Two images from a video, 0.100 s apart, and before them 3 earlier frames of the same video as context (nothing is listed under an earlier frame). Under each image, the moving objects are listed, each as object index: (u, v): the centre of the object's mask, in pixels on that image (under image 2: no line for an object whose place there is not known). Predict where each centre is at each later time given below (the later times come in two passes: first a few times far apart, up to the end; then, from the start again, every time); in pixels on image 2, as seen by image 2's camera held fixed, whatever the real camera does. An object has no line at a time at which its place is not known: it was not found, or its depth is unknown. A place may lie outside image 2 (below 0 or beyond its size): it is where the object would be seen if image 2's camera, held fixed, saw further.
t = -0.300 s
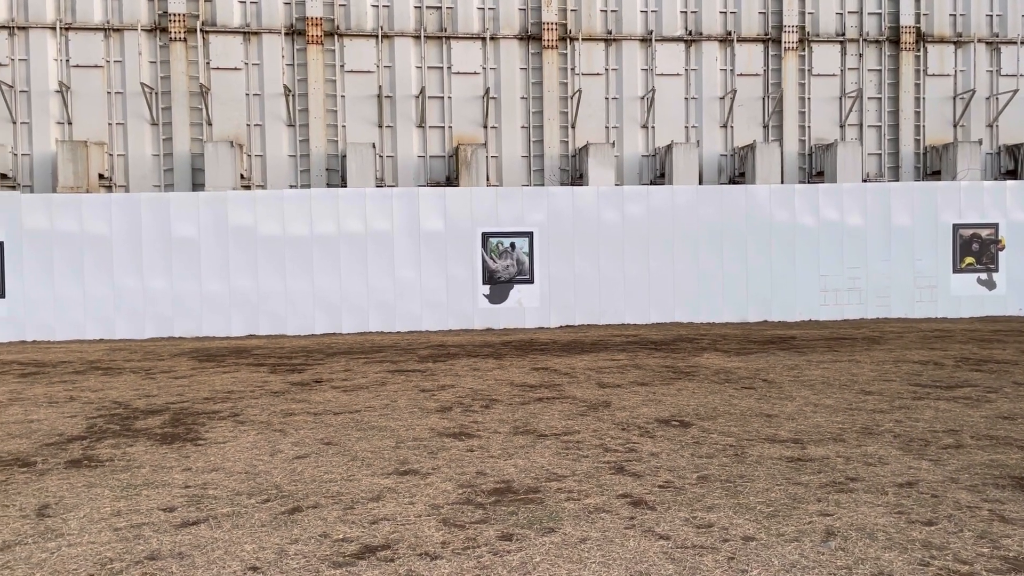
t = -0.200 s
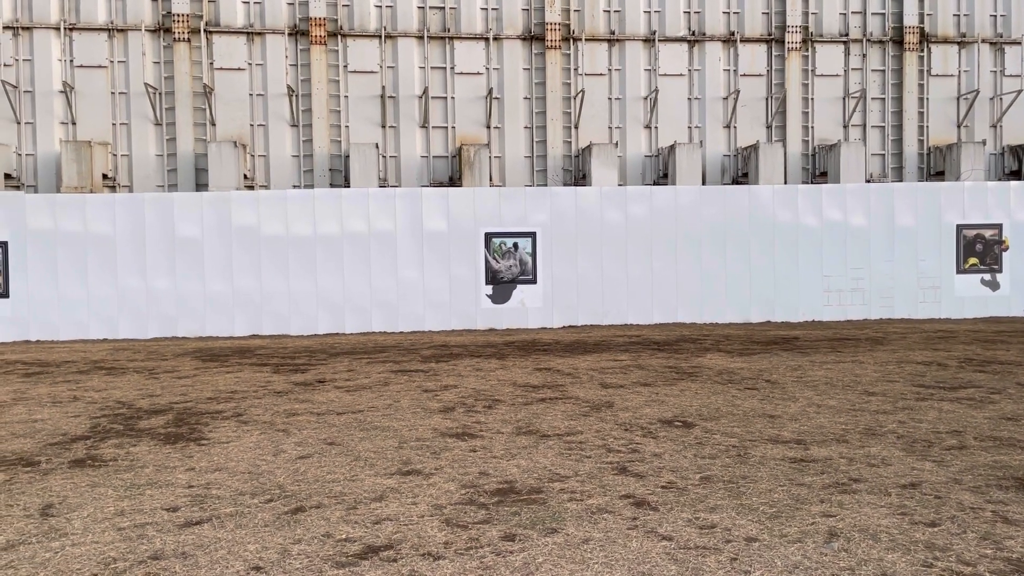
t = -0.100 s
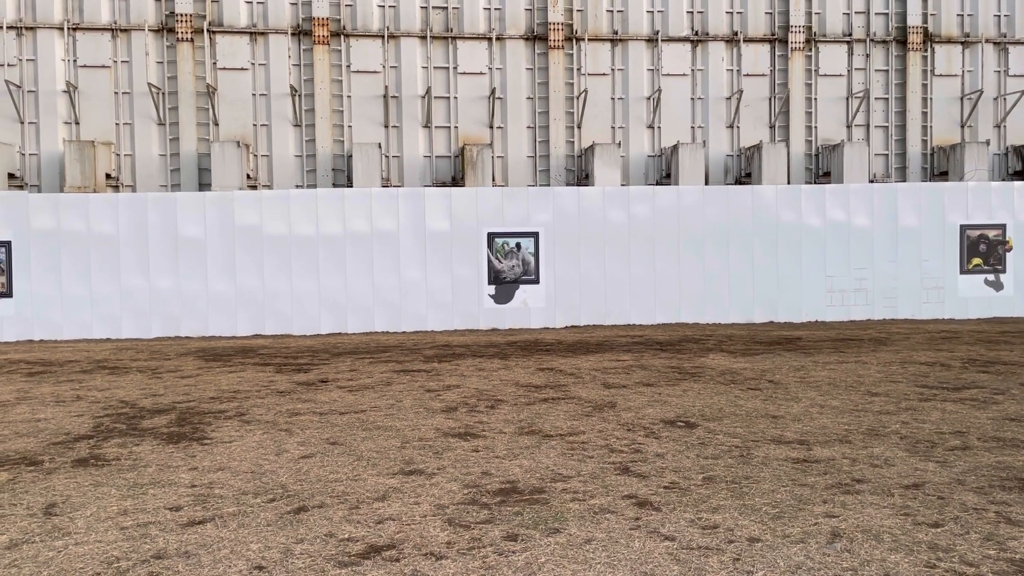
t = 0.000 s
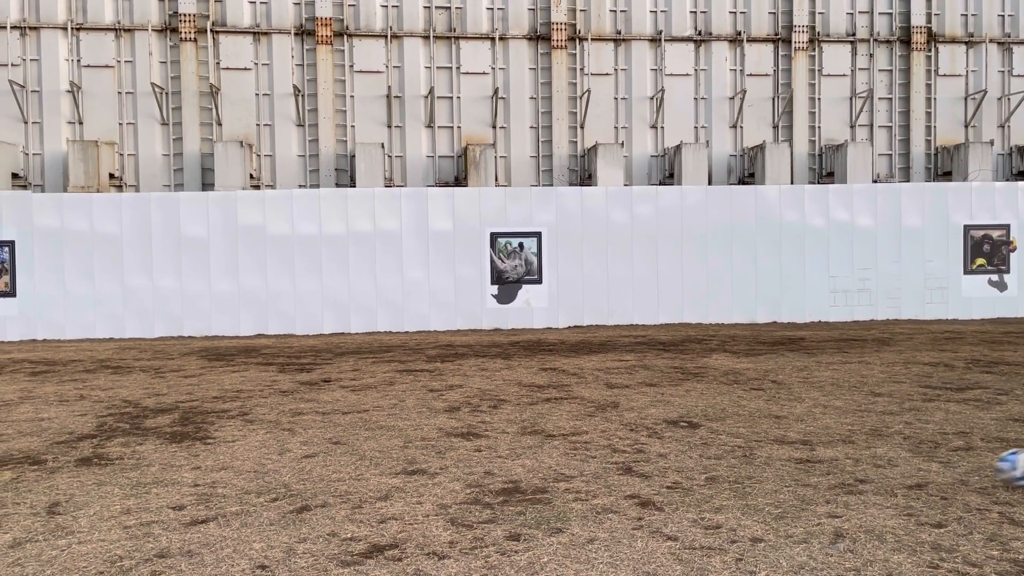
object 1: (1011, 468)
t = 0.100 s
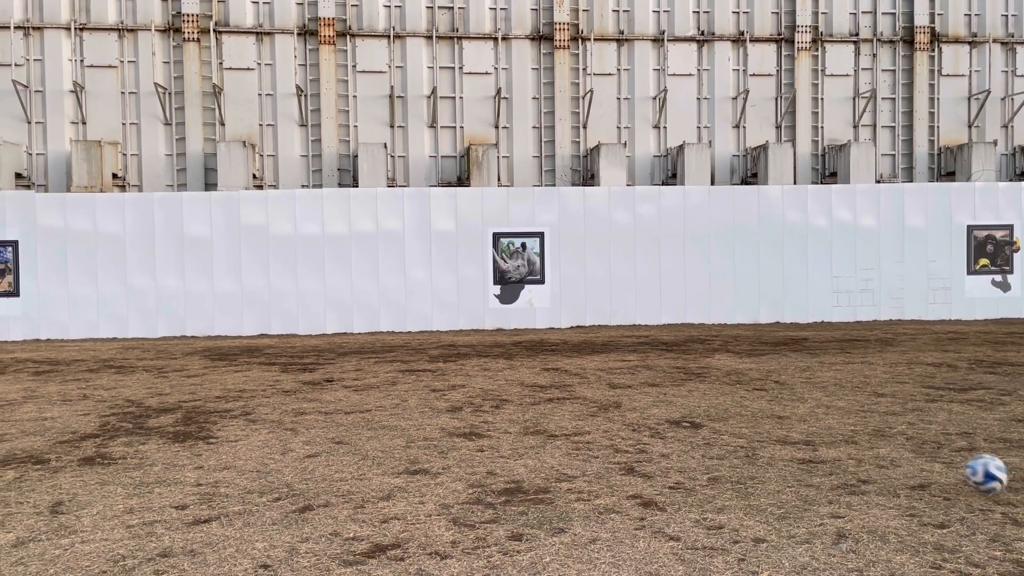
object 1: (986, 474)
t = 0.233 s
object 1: (960, 468)
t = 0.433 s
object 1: (921, 470)
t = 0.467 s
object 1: (915, 472)
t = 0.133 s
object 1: (980, 470)
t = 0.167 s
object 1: (973, 467)
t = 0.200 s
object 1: (966, 467)
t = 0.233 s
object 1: (960, 468)
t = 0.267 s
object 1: (953, 472)
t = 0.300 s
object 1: (946, 475)
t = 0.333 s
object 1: (940, 471)
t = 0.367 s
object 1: (934, 469)
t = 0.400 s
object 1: (927, 468)
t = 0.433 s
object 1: (921, 470)
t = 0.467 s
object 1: (915, 472)
